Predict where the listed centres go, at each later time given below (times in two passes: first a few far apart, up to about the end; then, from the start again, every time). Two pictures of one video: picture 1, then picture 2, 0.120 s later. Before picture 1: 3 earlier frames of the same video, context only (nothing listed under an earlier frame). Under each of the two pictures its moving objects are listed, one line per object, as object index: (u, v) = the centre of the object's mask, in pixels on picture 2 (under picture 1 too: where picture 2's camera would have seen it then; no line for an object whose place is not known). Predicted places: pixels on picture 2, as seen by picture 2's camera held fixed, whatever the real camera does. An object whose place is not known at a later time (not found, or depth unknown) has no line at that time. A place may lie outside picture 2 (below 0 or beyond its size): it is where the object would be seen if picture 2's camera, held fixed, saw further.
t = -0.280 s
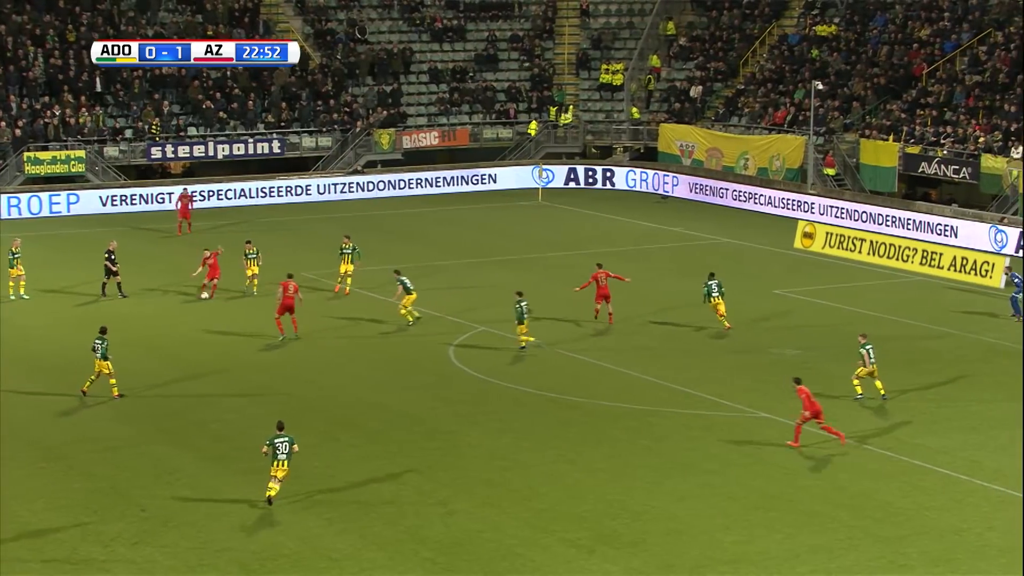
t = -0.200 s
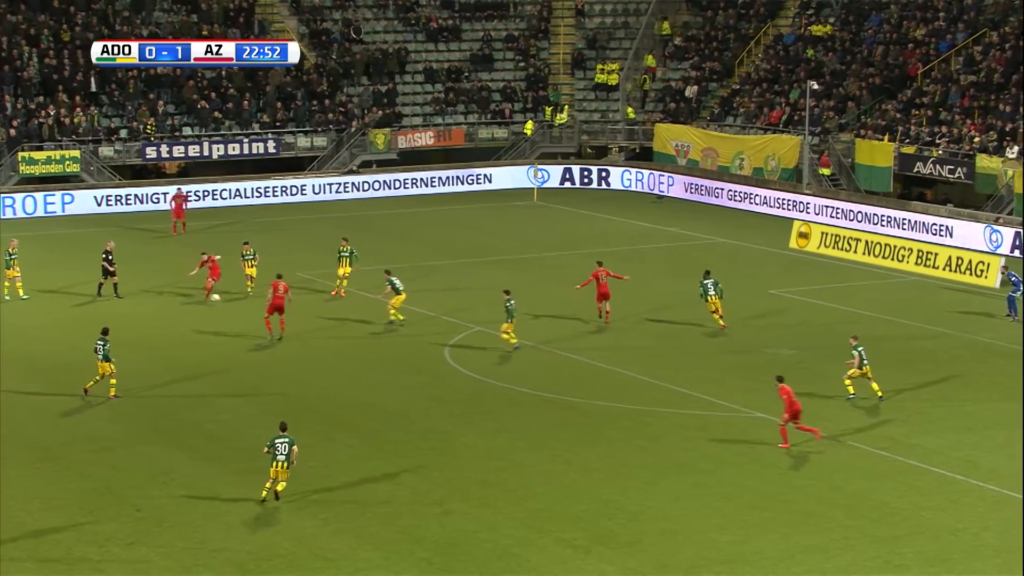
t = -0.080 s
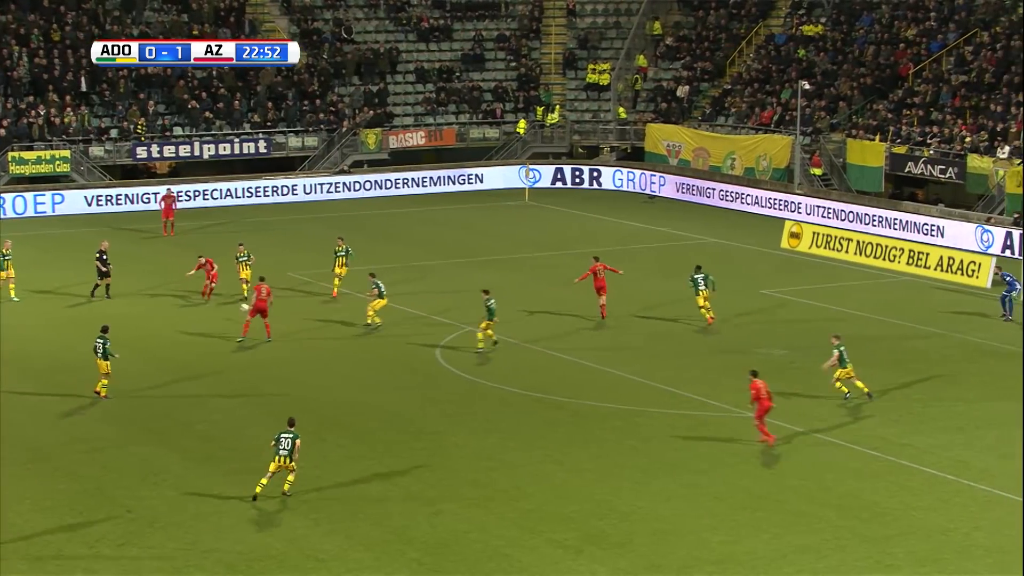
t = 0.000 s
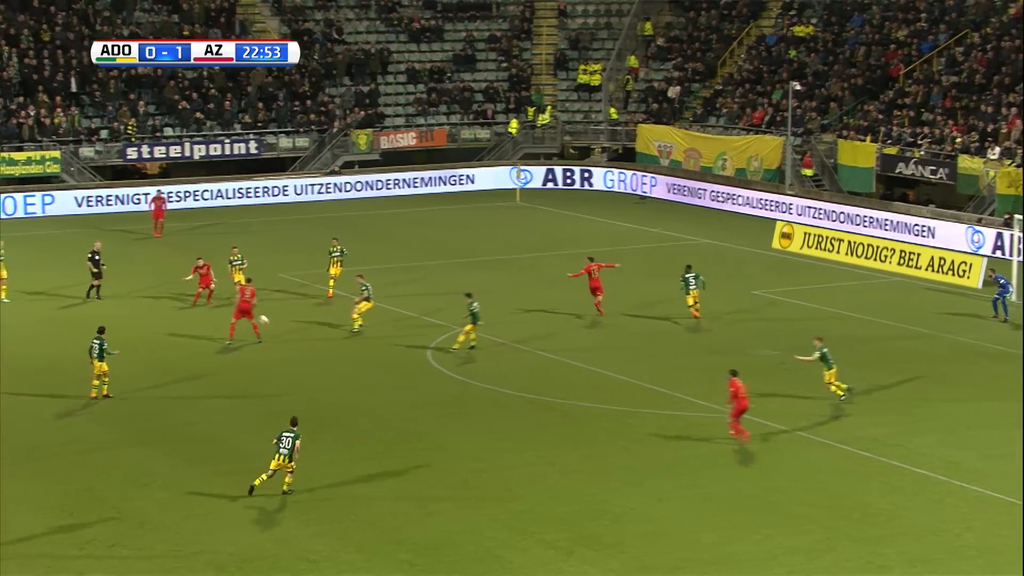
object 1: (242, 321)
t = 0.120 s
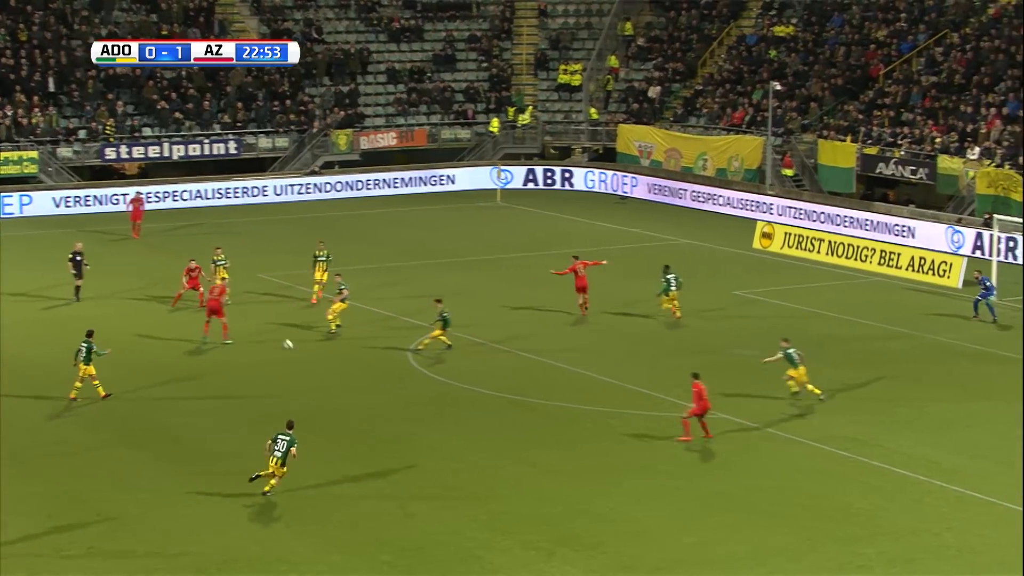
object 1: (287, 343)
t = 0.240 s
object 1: (333, 351)
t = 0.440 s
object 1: (412, 380)
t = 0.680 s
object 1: (509, 405)
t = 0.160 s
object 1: (303, 347)
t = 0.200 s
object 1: (318, 348)
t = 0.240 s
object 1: (333, 351)
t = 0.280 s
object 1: (348, 355)
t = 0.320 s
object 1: (364, 360)
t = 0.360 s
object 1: (380, 365)
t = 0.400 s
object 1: (396, 372)
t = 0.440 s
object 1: (412, 380)
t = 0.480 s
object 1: (428, 386)
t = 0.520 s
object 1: (444, 387)
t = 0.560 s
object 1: (460, 390)
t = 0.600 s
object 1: (477, 394)
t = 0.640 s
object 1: (493, 399)
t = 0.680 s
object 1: (509, 405)
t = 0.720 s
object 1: (525, 412)
